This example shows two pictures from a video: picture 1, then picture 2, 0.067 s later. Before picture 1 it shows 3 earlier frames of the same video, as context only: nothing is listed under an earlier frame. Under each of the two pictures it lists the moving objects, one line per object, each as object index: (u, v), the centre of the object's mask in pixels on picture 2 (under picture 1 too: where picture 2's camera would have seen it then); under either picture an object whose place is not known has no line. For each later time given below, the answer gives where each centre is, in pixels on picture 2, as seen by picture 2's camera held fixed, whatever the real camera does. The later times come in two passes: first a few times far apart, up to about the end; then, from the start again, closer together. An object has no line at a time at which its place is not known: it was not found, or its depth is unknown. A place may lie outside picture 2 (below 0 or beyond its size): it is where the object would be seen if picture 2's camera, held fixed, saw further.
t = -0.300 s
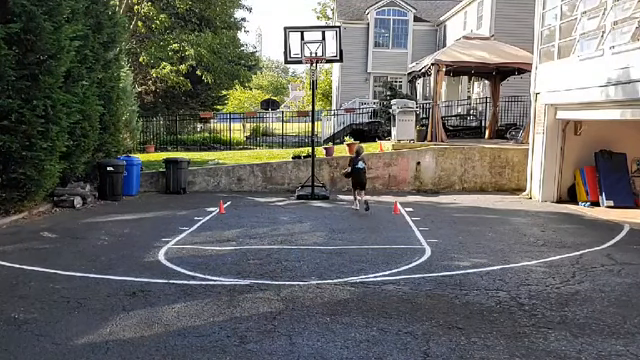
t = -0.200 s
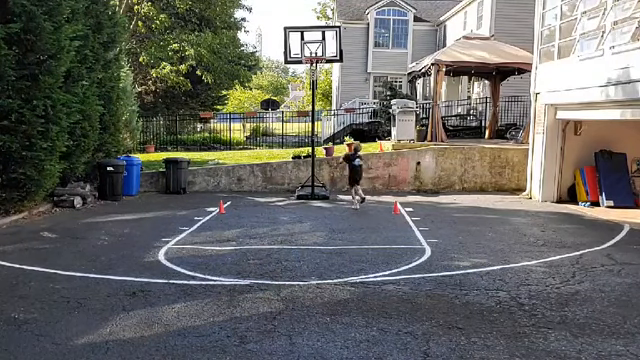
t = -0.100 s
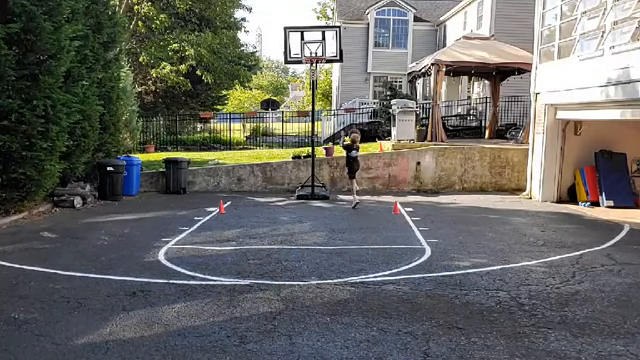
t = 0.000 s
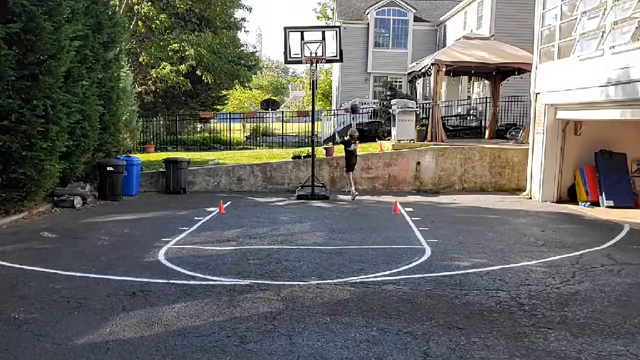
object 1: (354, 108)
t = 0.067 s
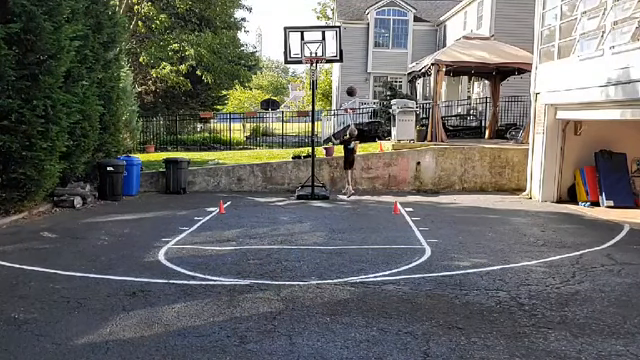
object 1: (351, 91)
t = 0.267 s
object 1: (342, 52)
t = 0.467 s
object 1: (334, 36)
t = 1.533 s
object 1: (318, 101)
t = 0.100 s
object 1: (350, 83)
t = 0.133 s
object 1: (348, 76)
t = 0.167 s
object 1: (347, 69)
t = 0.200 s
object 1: (346, 63)
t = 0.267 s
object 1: (342, 52)
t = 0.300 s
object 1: (342, 47)
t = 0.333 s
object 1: (339, 44)
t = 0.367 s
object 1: (338, 40)
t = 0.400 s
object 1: (337, 38)
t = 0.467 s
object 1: (334, 36)
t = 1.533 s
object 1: (318, 101)
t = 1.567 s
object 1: (319, 108)
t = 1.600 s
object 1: (320, 115)
